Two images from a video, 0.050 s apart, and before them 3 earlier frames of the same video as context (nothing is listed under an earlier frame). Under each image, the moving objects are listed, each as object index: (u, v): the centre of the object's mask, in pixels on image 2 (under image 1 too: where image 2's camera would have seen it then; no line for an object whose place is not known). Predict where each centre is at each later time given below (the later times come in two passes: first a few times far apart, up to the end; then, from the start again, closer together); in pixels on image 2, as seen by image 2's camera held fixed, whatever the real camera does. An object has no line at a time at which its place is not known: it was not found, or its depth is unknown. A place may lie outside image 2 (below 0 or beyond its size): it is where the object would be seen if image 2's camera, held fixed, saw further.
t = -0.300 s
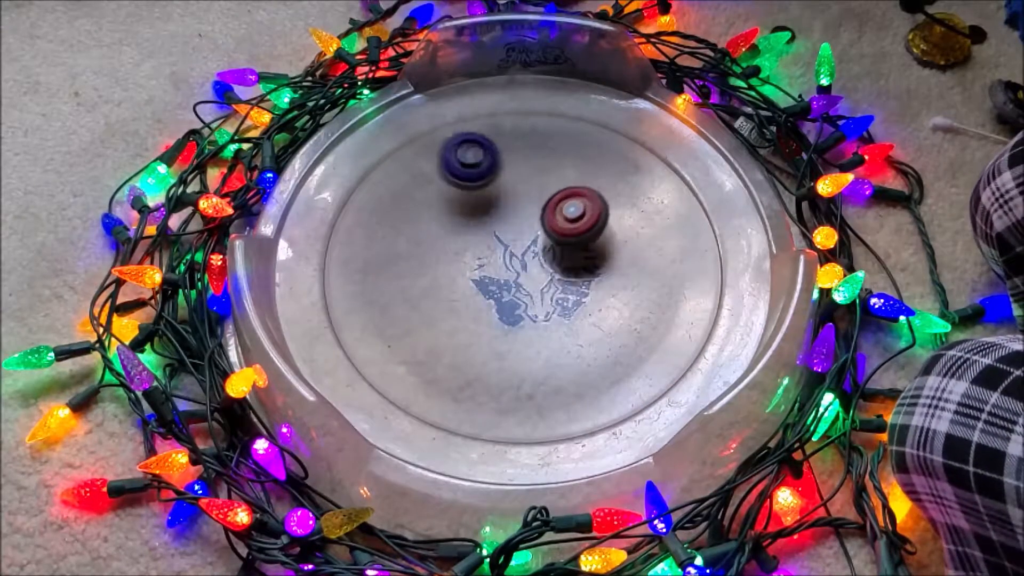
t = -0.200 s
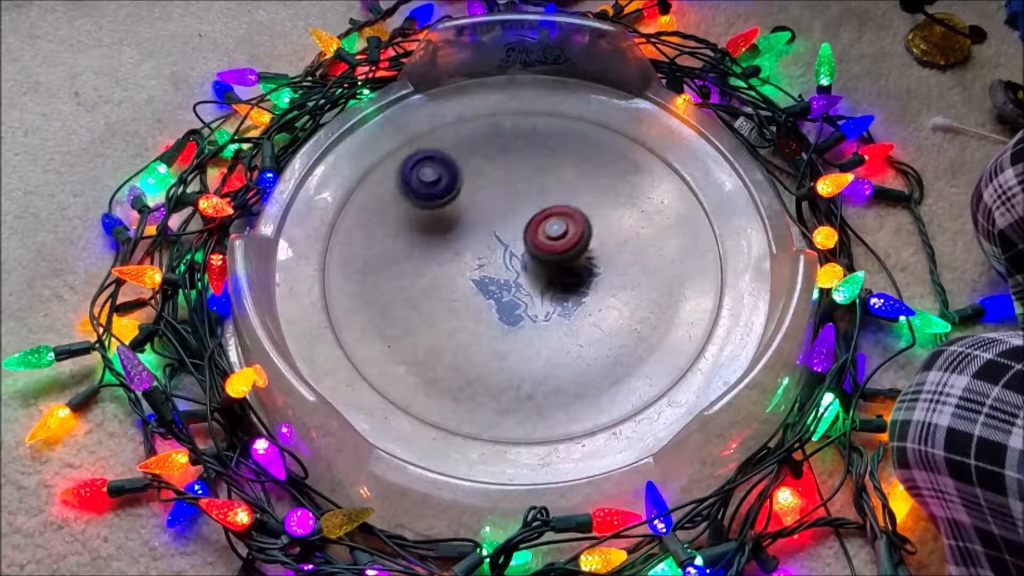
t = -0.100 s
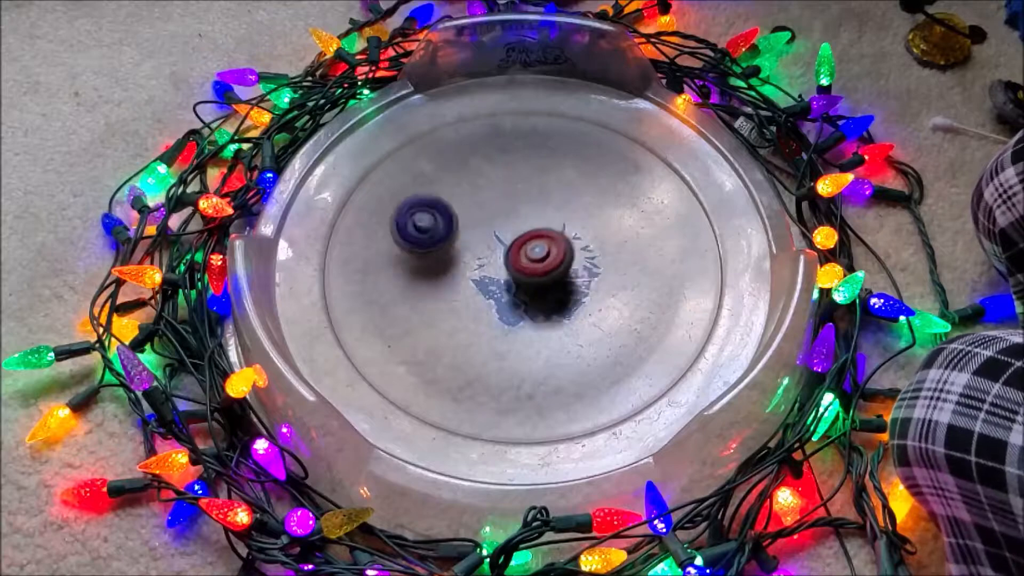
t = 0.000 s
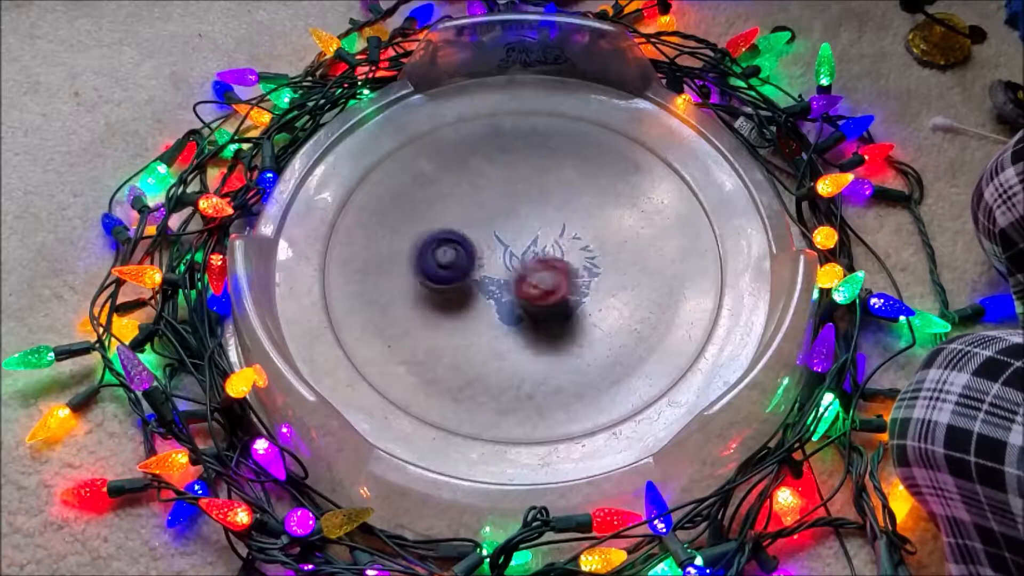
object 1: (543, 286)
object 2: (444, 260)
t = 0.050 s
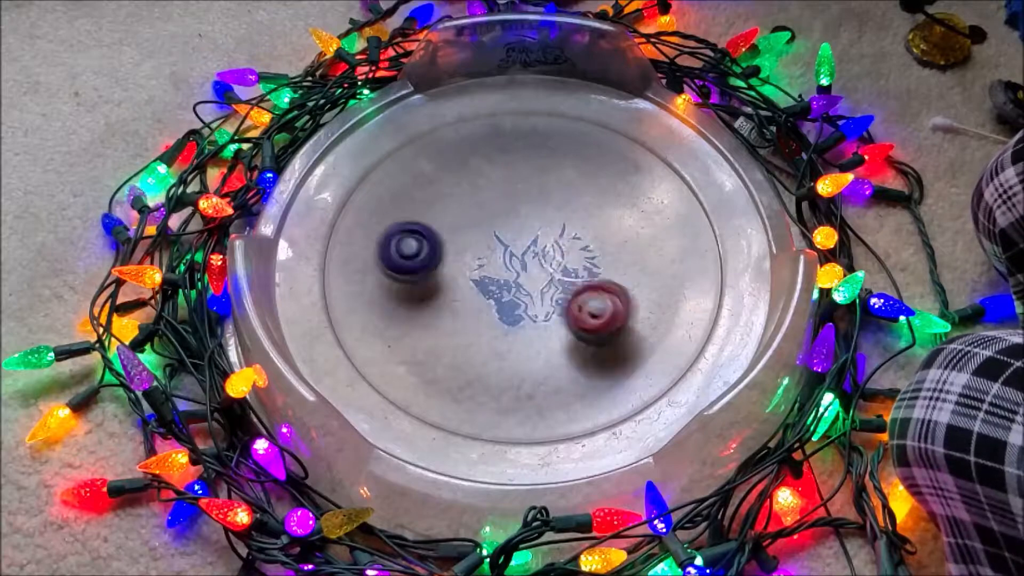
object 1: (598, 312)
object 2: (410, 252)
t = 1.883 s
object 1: (475, 265)
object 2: (553, 243)
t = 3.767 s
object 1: (566, 290)
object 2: (477, 316)
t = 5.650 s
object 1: (478, 311)
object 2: (578, 288)
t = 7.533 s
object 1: (491, 310)
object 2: (479, 234)
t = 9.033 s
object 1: (440, 280)
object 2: (525, 341)
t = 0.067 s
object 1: (611, 317)
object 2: (402, 249)
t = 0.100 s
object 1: (631, 325)
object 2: (392, 247)
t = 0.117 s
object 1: (638, 328)
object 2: (389, 248)
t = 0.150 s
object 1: (645, 330)
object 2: (389, 252)
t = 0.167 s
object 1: (648, 331)
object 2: (391, 257)
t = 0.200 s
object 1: (652, 331)
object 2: (398, 268)
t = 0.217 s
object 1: (653, 331)
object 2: (403, 274)
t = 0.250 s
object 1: (655, 331)
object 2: (418, 287)
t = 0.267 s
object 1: (655, 331)
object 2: (425, 293)
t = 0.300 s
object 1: (655, 331)
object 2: (443, 302)
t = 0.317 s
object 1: (655, 330)
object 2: (453, 306)
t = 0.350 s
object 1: (653, 330)
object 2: (474, 310)
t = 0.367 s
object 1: (652, 330)
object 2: (485, 311)
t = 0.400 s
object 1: (650, 329)
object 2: (504, 312)
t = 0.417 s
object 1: (648, 329)
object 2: (514, 310)
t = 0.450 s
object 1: (645, 327)
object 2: (533, 307)
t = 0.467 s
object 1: (642, 327)
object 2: (542, 305)
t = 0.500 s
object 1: (637, 325)
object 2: (560, 297)
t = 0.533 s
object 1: (631, 324)
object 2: (574, 290)
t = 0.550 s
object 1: (627, 323)
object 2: (580, 283)
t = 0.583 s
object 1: (622, 326)
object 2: (589, 271)
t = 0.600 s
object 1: (620, 330)
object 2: (592, 265)
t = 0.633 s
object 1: (615, 334)
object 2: (598, 248)
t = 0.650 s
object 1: (611, 335)
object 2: (601, 241)
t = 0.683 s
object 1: (605, 335)
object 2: (606, 228)
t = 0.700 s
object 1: (602, 335)
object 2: (608, 221)
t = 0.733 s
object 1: (596, 334)
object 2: (608, 209)
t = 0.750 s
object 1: (593, 334)
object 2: (607, 204)
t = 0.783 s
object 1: (585, 333)
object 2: (602, 193)
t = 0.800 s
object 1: (582, 332)
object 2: (598, 189)
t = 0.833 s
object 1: (574, 330)
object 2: (587, 182)
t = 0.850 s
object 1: (570, 329)
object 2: (581, 180)
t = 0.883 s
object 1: (561, 327)
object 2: (567, 179)
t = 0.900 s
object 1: (557, 326)
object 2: (559, 180)
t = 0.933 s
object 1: (548, 323)
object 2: (545, 184)
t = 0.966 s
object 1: (540, 320)
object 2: (531, 194)
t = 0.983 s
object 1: (536, 318)
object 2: (526, 199)
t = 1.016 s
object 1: (528, 315)
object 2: (517, 215)
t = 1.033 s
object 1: (524, 313)
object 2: (514, 221)
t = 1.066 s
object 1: (516, 309)
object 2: (510, 237)
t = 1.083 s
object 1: (512, 307)
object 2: (510, 248)
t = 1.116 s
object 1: (501, 323)
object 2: (513, 243)
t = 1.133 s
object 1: (494, 334)
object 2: (516, 234)
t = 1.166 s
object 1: (484, 350)
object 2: (521, 226)
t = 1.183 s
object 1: (480, 355)
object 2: (522, 225)
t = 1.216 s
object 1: (474, 358)
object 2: (523, 224)
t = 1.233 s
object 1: (472, 359)
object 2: (523, 225)
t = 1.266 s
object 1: (469, 358)
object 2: (520, 228)
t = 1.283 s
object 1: (468, 357)
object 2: (519, 233)
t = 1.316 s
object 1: (467, 355)
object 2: (519, 240)
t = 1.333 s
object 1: (467, 354)
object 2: (520, 247)
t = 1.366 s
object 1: (466, 351)
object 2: (525, 253)
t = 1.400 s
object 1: (465, 347)
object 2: (533, 261)
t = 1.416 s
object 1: (465, 345)
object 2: (537, 264)
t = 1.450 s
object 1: (465, 341)
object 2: (546, 271)
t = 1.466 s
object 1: (464, 338)
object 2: (552, 272)
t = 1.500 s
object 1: (464, 332)
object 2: (562, 275)
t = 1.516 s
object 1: (464, 330)
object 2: (568, 274)
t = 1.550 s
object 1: (465, 324)
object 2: (577, 273)
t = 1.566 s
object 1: (466, 321)
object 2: (582, 271)
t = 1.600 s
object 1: (467, 315)
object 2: (589, 266)
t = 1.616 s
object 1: (468, 311)
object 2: (592, 264)
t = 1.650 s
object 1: (470, 305)
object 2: (595, 256)
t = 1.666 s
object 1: (471, 302)
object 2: (595, 252)
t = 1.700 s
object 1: (473, 295)
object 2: (594, 244)
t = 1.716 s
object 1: (474, 293)
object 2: (590, 243)
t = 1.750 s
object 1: (477, 286)
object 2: (582, 239)
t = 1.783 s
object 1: (480, 280)
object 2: (570, 239)
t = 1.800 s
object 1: (482, 276)
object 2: (565, 238)
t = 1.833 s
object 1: (485, 270)
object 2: (553, 242)
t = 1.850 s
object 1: (483, 267)
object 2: (549, 244)
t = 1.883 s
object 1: (475, 265)
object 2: (553, 243)
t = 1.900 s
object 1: (472, 263)
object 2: (553, 244)
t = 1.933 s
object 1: (471, 258)
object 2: (550, 247)
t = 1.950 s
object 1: (472, 256)
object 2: (549, 248)
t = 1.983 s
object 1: (474, 252)
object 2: (546, 256)
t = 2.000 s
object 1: (475, 250)
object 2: (546, 259)
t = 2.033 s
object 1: (477, 247)
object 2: (546, 266)
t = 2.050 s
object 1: (479, 246)
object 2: (547, 270)
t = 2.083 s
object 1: (482, 243)
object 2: (551, 277)
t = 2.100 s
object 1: (484, 242)
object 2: (553, 280)
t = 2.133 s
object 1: (488, 240)
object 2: (557, 286)
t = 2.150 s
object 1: (489, 239)
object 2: (559, 287)
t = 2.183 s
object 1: (494, 238)
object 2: (566, 288)
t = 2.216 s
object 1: (497, 236)
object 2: (573, 291)
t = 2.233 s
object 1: (499, 234)
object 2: (576, 291)
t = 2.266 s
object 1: (503, 232)
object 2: (582, 291)
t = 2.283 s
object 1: (505, 231)
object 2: (584, 290)
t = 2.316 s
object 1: (509, 229)
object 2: (588, 287)
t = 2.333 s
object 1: (511, 229)
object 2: (589, 285)
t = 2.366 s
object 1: (516, 228)
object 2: (590, 278)
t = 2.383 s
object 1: (518, 228)
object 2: (588, 278)
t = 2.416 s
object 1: (522, 228)
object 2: (582, 274)
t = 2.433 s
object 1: (524, 228)
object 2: (578, 271)
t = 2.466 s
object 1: (524, 225)
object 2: (573, 272)
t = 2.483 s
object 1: (525, 223)
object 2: (571, 272)
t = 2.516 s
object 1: (521, 216)
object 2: (573, 284)
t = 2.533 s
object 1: (515, 207)
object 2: (576, 296)
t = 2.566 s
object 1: (507, 184)
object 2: (580, 311)
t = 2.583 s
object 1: (505, 181)
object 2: (582, 319)
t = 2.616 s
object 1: (503, 177)
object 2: (585, 327)
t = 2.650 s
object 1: (500, 177)
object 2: (589, 331)
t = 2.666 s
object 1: (500, 177)
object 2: (592, 332)
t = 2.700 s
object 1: (497, 177)
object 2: (598, 333)
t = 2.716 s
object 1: (496, 177)
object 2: (602, 333)
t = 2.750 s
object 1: (495, 179)
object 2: (608, 330)
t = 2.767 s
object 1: (494, 181)
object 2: (611, 329)
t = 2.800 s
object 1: (494, 183)
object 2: (615, 324)
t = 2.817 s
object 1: (493, 185)
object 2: (616, 322)
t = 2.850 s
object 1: (493, 189)
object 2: (615, 315)
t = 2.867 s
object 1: (494, 191)
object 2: (612, 311)
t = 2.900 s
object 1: (495, 195)
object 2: (603, 305)
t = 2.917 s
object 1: (495, 198)
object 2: (597, 302)
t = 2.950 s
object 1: (496, 203)
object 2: (585, 298)
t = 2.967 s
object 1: (497, 206)
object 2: (577, 297)
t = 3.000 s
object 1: (499, 212)
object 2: (563, 296)
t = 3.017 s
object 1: (499, 214)
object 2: (555, 296)
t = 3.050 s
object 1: (502, 221)
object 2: (542, 297)
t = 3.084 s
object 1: (505, 229)
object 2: (528, 300)
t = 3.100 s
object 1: (506, 232)
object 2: (522, 301)
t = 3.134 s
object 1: (509, 239)
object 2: (511, 303)
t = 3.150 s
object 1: (510, 242)
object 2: (505, 306)
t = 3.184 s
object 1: (512, 249)
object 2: (494, 310)
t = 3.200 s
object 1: (514, 253)
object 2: (488, 312)
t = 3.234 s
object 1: (517, 260)
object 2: (480, 317)
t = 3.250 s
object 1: (518, 263)
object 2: (476, 321)
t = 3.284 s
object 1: (521, 274)
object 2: (469, 327)
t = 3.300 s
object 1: (522, 275)
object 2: (467, 330)
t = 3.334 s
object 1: (525, 282)
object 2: (464, 337)
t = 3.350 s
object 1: (526, 284)
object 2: (463, 340)
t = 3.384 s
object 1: (529, 289)
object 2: (465, 346)
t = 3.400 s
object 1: (530, 292)
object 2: (466, 349)
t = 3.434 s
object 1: (533, 296)
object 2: (471, 354)
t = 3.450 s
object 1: (533, 298)
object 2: (474, 355)
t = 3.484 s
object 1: (536, 302)
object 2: (484, 355)
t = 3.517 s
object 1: (540, 305)
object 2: (490, 353)
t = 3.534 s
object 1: (543, 304)
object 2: (491, 352)
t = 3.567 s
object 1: (548, 303)
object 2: (493, 350)
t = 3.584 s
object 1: (554, 300)
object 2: (490, 349)
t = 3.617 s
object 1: (561, 295)
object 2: (488, 346)
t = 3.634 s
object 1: (562, 294)
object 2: (487, 344)
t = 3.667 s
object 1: (564, 293)
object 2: (486, 338)
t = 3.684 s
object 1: (565, 292)
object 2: (486, 334)
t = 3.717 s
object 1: (566, 291)
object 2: (483, 327)
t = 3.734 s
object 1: (566, 291)
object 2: (481, 324)
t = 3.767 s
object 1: (566, 290)
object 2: (477, 316)
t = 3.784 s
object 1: (566, 289)
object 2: (475, 312)
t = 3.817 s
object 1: (565, 288)
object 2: (470, 306)
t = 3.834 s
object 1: (564, 287)
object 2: (467, 303)
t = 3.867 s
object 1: (562, 286)
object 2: (461, 297)
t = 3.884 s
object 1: (562, 286)
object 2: (459, 295)
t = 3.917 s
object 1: (560, 285)
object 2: (453, 289)
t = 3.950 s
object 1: (557, 284)
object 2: (449, 284)
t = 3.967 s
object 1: (556, 284)
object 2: (446, 282)
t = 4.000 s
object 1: (554, 283)
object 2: (442, 278)
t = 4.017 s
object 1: (552, 282)
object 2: (440, 276)
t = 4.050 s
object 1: (549, 281)
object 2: (437, 273)
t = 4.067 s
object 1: (548, 281)
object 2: (435, 272)
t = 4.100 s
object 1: (545, 281)
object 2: (432, 270)
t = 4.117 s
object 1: (542, 277)
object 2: (431, 269)
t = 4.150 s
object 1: (539, 277)
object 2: (430, 268)
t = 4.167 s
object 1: (538, 276)
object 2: (430, 268)
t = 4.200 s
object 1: (534, 275)
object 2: (432, 266)
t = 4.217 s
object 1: (533, 275)
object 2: (434, 266)
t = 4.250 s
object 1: (530, 274)
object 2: (439, 265)
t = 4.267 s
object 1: (528, 273)
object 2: (441, 265)
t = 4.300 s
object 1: (524, 272)
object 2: (447, 263)
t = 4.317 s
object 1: (523, 272)
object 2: (451, 263)
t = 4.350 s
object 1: (529, 270)
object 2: (453, 259)
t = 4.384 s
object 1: (546, 276)
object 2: (449, 252)
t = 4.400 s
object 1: (554, 282)
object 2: (450, 250)
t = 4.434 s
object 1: (568, 282)
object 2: (454, 245)
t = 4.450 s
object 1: (575, 284)
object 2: (458, 245)
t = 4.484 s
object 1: (581, 286)
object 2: (464, 239)
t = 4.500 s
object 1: (584, 286)
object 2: (468, 240)
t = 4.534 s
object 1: (588, 286)
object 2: (477, 239)
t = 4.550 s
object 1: (590, 286)
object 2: (483, 239)
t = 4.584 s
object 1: (594, 284)
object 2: (493, 240)
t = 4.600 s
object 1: (596, 283)
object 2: (498, 238)
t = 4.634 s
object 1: (600, 282)
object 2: (509, 230)
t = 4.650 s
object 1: (601, 281)
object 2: (515, 233)
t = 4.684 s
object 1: (604, 280)
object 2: (525, 231)
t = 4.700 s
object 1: (605, 279)
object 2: (529, 224)
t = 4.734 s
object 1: (607, 278)
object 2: (539, 225)
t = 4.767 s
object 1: (608, 277)
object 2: (548, 212)
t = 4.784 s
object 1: (607, 277)
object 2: (552, 211)
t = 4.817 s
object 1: (607, 276)
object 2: (559, 206)
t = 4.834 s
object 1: (606, 276)
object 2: (563, 204)
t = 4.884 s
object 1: (605, 275)
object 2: (570, 200)
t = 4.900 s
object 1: (604, 275)
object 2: (572, 198)
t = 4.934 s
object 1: (602, 274)
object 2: (577, 194)
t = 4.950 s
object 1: (601, 274)
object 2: (579, 193)
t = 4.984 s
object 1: (598, 274)
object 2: (582, 190)
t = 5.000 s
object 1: (596, 274)
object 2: (583, 189)
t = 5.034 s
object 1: (592, 274)
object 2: (584, 187)
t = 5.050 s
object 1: (590, 274)
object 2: (584, 186)
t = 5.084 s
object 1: (585, 274)
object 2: (583, 187)
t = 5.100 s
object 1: (583, 274)
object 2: (581, 188)
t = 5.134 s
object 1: (578, 275)
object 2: (579, 193)
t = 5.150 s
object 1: (575, 274)
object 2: (577, 196)
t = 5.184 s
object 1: (569, 274)
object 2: (574, 203)
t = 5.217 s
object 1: (564, 274)
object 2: (571, 211)
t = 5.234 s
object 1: (560, 274)
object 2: (570, 215)
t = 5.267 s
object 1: (546, 290)
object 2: (572, 211)
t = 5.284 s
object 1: (540, 292)
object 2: (574, 210)
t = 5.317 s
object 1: (527, 299)
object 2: (574, 210)
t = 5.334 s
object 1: (522, 303)
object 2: (572, 212)
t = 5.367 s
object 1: (513, 307)
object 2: (570, 217)
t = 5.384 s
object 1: (509, 309)
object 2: (569, 221)
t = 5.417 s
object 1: (504, 311)
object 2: (567, 230)
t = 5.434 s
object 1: (501, 312)
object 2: (567, 234)
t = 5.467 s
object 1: (497, 314)
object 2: (567, 243)
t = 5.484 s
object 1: (494, 314)
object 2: (567, 248)
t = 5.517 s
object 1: (490, 315)
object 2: (568, 257)
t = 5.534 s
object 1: (489, 314)
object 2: (569, 261)
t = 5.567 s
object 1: (485, 314)
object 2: (570, 269)
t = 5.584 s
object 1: (484, 314)
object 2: (572, 273)
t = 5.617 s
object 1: (481, 313)
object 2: (575, 281)
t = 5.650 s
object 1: (478, 311)
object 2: (578, 288)
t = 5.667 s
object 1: (476, 310)
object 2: (579, 291)
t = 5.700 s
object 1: (474, 309)
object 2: (583, 297)
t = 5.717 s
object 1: (473, 307)
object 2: (584, 300)
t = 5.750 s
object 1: (472, 304)
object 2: (587, 305)
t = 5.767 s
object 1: (471, 303)
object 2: (590, 308)
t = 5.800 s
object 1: (470, 300)
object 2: (594, 312)
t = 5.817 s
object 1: (471, 298)
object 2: (596, 314)
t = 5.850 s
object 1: (471, 294)
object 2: (600, 317)
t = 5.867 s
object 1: (471, 292)
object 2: (601, 318)
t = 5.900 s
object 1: (472, 288)
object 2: (604, 319)
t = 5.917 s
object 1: (473, 286)
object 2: (604, 319)
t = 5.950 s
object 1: (475, 282)
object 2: (605, 319)
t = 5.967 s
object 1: (475, 280)
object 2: (605, 318)
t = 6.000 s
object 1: (478, 276)
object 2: (602, 317)
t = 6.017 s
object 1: (479, 273)
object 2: (600, 316)
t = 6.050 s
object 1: (483, 269)
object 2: (593, 314)
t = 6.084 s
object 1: (486, 265)
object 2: (586, 311)
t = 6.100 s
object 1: (488, 263)
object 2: (581, 309)
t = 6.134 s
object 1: (493, 259)
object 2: (572, 307)
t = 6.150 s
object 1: (495, 257)
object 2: (567, 306)
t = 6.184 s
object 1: (500, 253)
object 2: (556, 306)
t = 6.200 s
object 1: (503, 252)
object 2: (550, 305)
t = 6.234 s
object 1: (507, 248)
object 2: (539, 306)
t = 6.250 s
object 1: (510, 247)
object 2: (534, 306)
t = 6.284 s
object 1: (514, 245)
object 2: (525, 307)
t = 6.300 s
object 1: (517, 243)
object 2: (520, 308)
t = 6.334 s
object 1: (522, 241)
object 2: (511, 310)
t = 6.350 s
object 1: (524, 240)
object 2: (506, 311)
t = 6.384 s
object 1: (530, 240)
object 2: (496, 313)
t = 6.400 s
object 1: (532, 239)
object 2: (492, 314)
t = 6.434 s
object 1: (536, 239)
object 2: (484, 316)
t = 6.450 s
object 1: (539, 237)
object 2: (480, 317)
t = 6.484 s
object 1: (544, 237)
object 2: (474, 320)
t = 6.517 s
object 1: (547, 237)
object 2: (469, 322)
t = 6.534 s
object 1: (549, 238)
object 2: (466, 324)
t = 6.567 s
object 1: (553, 238)
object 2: (464, 326)
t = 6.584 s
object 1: (555, 240)
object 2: (463, 327)
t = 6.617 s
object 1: (559, 242)
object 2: (462, 330)
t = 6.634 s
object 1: (560, 242)
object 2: (462, 331)
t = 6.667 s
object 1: (563, 244)
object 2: (464, 333)
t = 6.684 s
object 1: (564, 246)
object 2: (466, 333)
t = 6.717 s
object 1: (567, 250)
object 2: (471, 332)
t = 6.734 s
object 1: (567, 251)
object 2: (473, 330)
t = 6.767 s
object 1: (569, 255)
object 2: (479, 325)
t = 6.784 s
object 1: (570, 257)
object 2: (482, 322)
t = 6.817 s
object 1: (570, 260)
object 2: (486, 315)
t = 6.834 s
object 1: (571, 262)
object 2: (488, 311)
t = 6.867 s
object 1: (570, 266)
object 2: (491, 303)
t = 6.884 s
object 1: (570, 268)
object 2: (492, 299)
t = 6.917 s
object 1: (569, 272)
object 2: (493, 292)
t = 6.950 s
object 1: (566, 276)
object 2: (492, 284)
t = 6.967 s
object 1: (565, 278)
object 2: (492, 279)
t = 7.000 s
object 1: (562, 282)
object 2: (492, 271)
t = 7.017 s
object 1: (561, 284)
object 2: (491, 268)
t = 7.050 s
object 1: (557, 288)
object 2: (490, 260)
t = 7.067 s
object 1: (555, 289)
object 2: (488, 256)
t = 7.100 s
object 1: (551, 292)
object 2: (486, 249)
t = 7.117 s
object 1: (549, 293)
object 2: (485, 247)
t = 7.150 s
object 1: (544, 296)
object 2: (483, 245)
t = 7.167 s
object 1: (542, 297)
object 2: (482, 243)
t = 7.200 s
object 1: (536, 299)
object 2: (478, 238)
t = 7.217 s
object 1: (534, 300)
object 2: (476, 236)
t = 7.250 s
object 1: (528, 301)
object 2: (471, 227)
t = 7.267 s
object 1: (526, 302)
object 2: (469, 225)
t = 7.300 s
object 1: (520, 302)
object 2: (465, 223)
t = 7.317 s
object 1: (517, 303)
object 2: (463, 223)
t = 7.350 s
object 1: (512, 302)
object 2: (461, 224)
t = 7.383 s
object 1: (506, 302)
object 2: (459, 227)
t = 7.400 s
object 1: (504, 302)
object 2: (459, 229)
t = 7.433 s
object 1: (499, 300)
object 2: (463, 234)
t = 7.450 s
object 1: (496, 299)
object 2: (465, 237)
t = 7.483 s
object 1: (492, 298)
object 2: (472, 241)
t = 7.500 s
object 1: (492, 303)
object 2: (474, 238)
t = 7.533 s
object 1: (491, 310)
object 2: (479, 234)
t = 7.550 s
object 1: (490, 311)
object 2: (482, 231)
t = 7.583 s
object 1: (489, 312)
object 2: (489, 230)
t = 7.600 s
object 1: (487, 312)
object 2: (492, 229)
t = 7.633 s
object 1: (486, 311)
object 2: (498, 227)
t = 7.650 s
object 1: (485, 310)
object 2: (502, 226)
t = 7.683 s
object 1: (485, 309)
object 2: (507, 224)
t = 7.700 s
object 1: (484, 308)
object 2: (510, 223)
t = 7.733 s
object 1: (484, 307)
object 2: (515, 220)
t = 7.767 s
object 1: (485, 305)
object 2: (519, 218)
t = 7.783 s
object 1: (485, 303)
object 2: (522, 218)
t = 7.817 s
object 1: (486, 301)
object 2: (526, 218)
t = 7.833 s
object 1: (486, 300)
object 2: (527, 217)
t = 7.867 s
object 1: (488, 297)
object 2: (530, 218)
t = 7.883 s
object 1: (489, 296)
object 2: (532, 217)
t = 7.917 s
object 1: (491, 294)
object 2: (535, 217)
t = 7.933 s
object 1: (492, 291)
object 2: (537, 217)
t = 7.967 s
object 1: (494, 288)
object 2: (540, 216)
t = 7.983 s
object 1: (496, 286)
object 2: (542, 217)
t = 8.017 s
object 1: (499, 284)
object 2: (544, 219)
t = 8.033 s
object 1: (501, 281)
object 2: (546, 220)
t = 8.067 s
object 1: (503, 278)
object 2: (548, 224)
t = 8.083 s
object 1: (506, 277)
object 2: (550, 226)
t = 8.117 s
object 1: (509, 275)
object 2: (554, 228)
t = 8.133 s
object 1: (510, 274)
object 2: (557, 229)
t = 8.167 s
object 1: (510, 273)
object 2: (564, 230)
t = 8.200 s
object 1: (507, 275)
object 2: (572, 229)
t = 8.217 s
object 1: (507, 275)
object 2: (574, 229)
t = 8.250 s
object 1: (508, 276)
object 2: (576, 230)
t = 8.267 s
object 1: (510, 276)
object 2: (577, 231)
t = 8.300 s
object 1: (511, 277)
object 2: (579, 232)
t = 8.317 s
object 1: (513, 278)
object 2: (579, 234)
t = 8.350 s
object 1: (514, 279)
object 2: (580, 236)
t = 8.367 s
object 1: (516, 279)
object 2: (580, 239)
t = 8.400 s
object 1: (517, 280)
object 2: (579, 243)
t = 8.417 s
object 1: (519, 281)
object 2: (579, 245)
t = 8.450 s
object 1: (519, 282)
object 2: (578, 253)
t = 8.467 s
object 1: (517, 283)
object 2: (579, 251)
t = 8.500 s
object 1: (511, 284)
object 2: (578, 255)
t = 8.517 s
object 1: (509, 286)
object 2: (577, 256)
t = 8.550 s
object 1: (506, 287)
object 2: (574, 261)
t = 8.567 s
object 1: (505, 288)
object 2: (573, 265)
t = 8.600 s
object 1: (502, 290)
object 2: (570, 272)
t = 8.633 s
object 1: (490, 291)
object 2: (571, 278)
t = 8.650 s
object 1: (484, 292)
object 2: (571, 280)
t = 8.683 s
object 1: (474, 292)
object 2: (570, 284)
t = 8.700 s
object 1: (471, 292)
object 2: (568, 287)
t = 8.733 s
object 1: (464, 292)
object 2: (563, 294)
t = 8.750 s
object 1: (461, 292)
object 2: (561, 296)
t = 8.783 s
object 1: (455, 292)
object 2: (557, 302)
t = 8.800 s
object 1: (453, 292)
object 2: (554, 305)
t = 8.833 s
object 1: (449, 291)
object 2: (551, 311)
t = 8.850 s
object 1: (447, 290)
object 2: (548, 314)
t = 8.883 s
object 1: (444, 289)
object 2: (543, 320)
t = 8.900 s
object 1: (443, 289)
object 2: (541, 323)
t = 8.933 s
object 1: (441, 287)
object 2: (537, 328)
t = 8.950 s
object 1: (440, 286)
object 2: (535, 330)
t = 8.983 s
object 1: (440, 283)
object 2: (530, 334)
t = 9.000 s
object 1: (439, 282)
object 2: (528, 337)
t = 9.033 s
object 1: (440, 280)
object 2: (525, 341)
